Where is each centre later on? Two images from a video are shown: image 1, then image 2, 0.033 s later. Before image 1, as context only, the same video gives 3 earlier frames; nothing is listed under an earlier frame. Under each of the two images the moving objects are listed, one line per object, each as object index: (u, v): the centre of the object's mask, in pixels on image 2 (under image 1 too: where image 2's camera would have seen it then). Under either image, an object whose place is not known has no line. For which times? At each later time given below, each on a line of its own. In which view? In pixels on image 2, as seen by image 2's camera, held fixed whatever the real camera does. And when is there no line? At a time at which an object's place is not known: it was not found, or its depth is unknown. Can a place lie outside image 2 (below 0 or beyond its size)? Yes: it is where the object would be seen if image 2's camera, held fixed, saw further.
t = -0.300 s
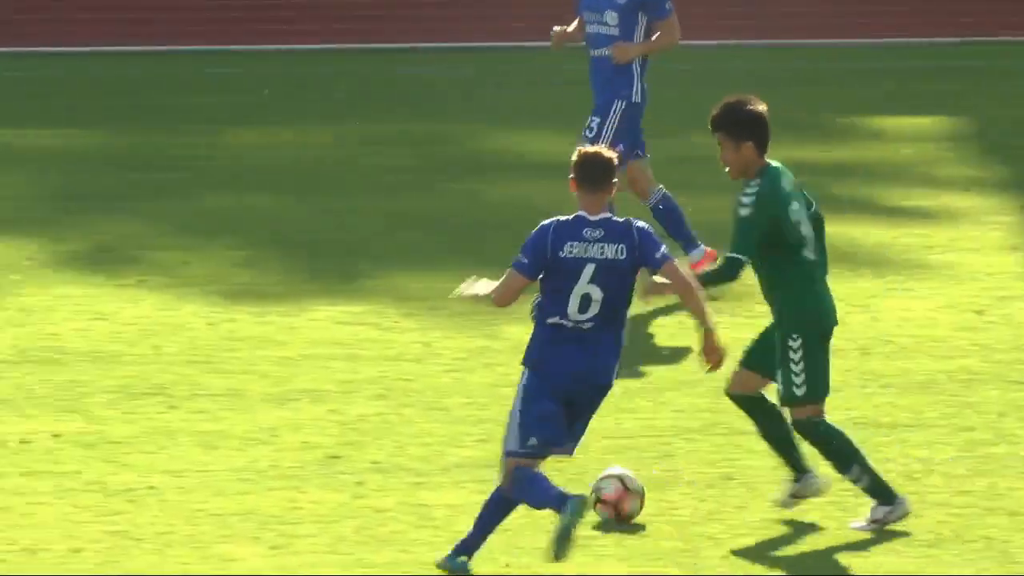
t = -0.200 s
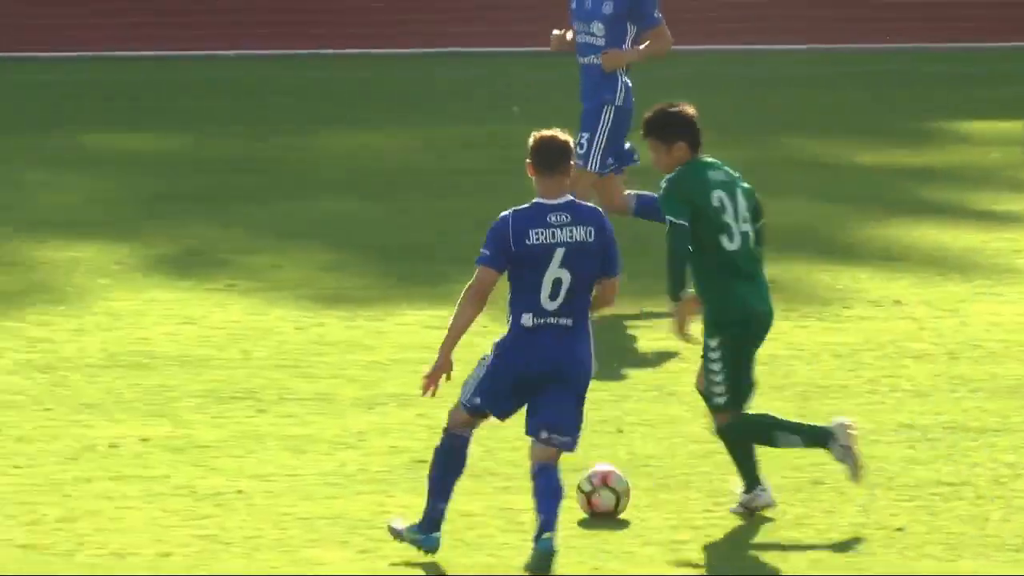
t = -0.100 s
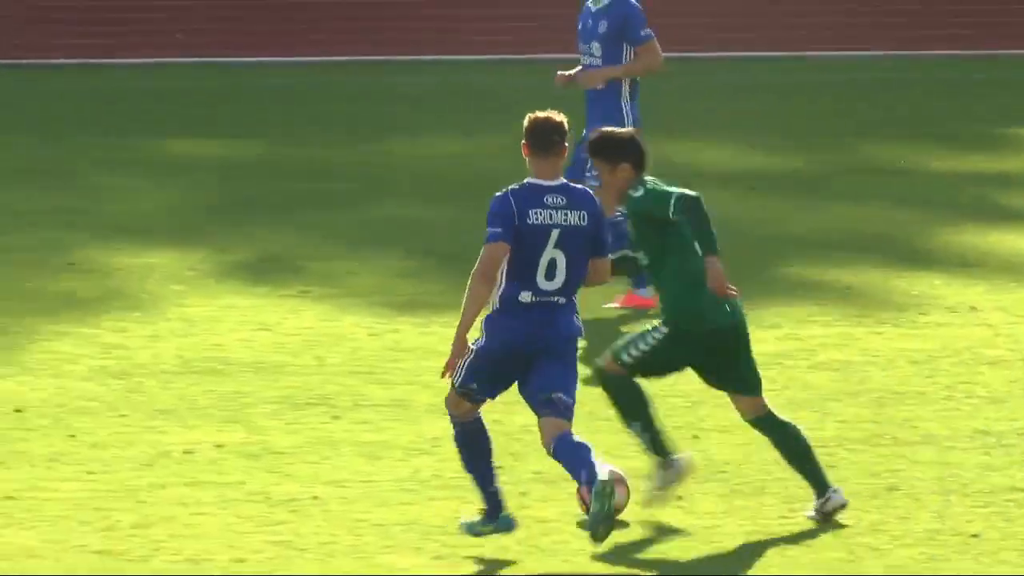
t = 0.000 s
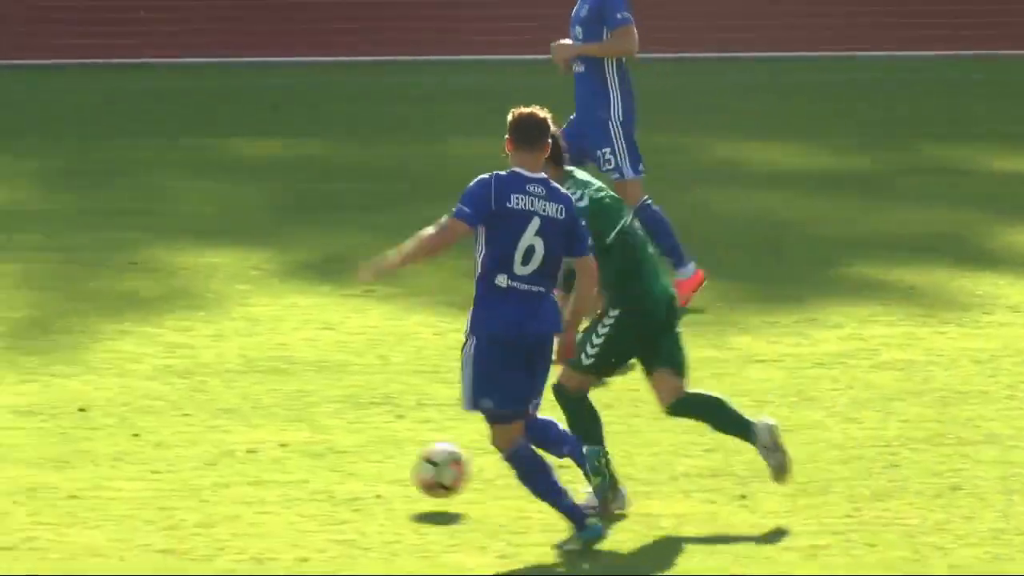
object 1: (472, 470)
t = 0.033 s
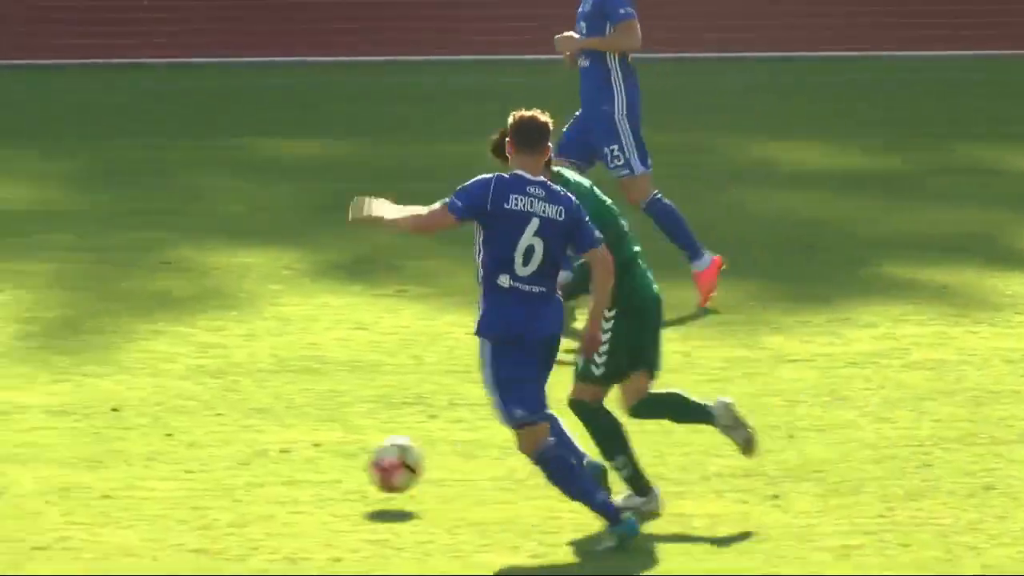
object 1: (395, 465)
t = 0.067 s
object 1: (319, 463)
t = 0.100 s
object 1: (241, 464)
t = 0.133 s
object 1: (162, 465)
